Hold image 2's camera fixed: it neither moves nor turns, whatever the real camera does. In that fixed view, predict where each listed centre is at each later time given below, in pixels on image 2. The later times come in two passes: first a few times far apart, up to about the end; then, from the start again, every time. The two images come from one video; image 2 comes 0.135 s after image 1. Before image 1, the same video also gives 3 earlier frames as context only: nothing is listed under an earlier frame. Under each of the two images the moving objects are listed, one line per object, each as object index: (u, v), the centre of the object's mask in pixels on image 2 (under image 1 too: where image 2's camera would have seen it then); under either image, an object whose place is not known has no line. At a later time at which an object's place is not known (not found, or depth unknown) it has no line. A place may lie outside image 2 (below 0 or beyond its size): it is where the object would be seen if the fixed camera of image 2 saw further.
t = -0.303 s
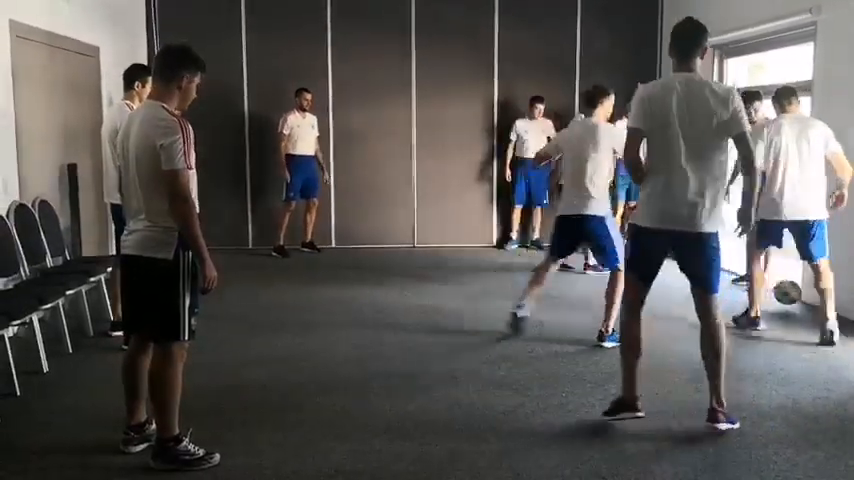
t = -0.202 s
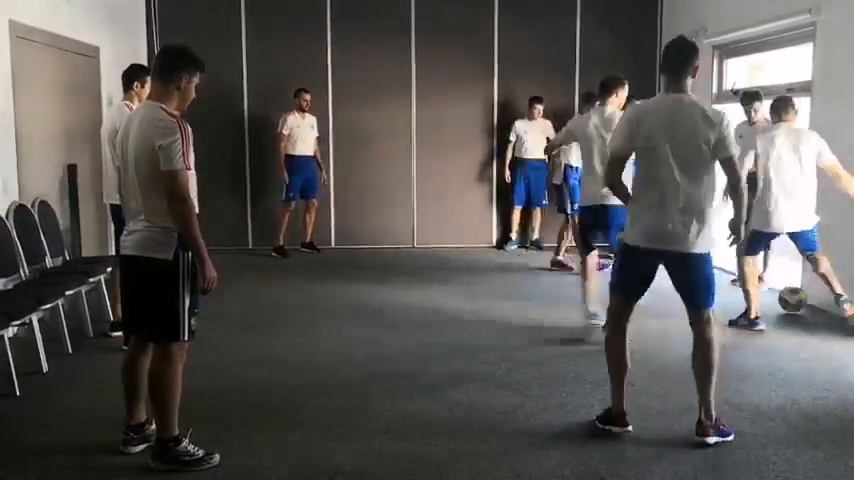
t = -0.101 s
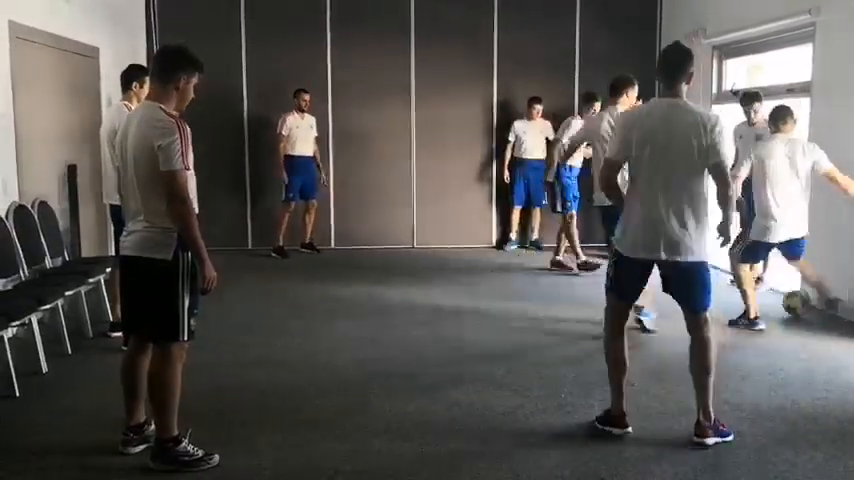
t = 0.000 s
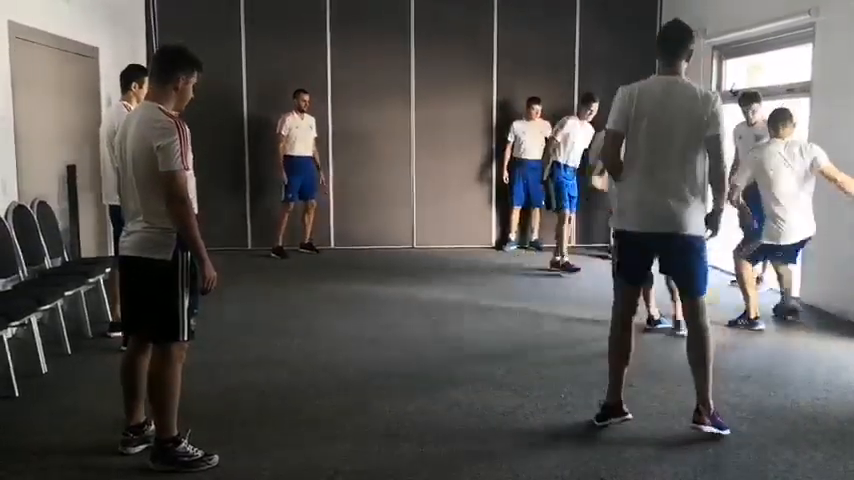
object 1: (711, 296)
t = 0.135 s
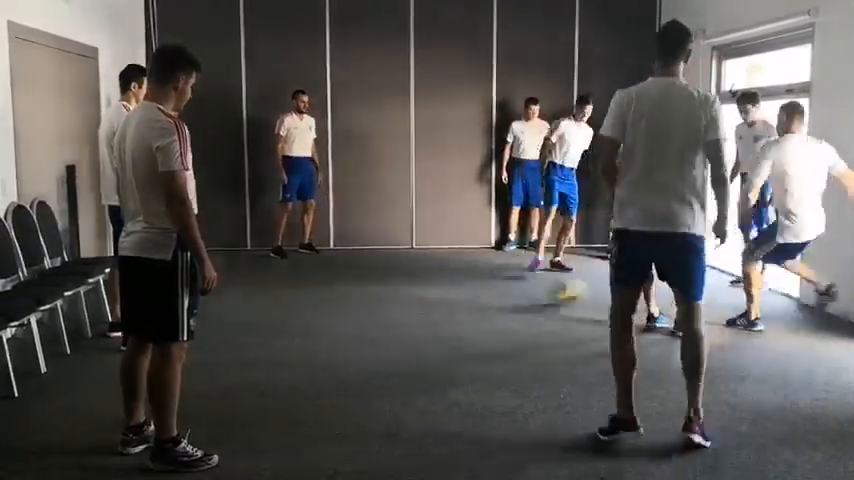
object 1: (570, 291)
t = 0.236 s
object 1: (487, 282)
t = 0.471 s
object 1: (321, 277)
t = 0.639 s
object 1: (227, 275)
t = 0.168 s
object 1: (540, 290)
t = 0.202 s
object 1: (514, 284)
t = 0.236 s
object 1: (487, 282)
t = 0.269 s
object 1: (462, 280)
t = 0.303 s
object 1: (435, 280)
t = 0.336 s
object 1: (411, 282)
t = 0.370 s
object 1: (387, 280)
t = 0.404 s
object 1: (364, 279)
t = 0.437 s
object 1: (342, 277)
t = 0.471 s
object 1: (321, 277)
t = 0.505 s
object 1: (297, 278)
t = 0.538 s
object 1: (280, 277)
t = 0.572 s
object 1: (261, 275)
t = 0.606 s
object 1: (243, 274)
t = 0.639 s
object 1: (227, 275)
